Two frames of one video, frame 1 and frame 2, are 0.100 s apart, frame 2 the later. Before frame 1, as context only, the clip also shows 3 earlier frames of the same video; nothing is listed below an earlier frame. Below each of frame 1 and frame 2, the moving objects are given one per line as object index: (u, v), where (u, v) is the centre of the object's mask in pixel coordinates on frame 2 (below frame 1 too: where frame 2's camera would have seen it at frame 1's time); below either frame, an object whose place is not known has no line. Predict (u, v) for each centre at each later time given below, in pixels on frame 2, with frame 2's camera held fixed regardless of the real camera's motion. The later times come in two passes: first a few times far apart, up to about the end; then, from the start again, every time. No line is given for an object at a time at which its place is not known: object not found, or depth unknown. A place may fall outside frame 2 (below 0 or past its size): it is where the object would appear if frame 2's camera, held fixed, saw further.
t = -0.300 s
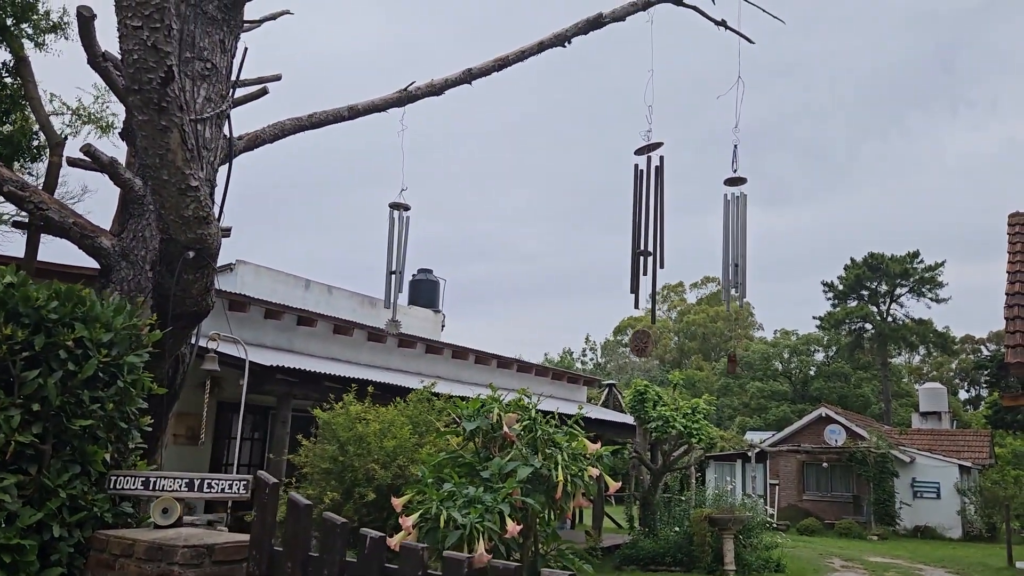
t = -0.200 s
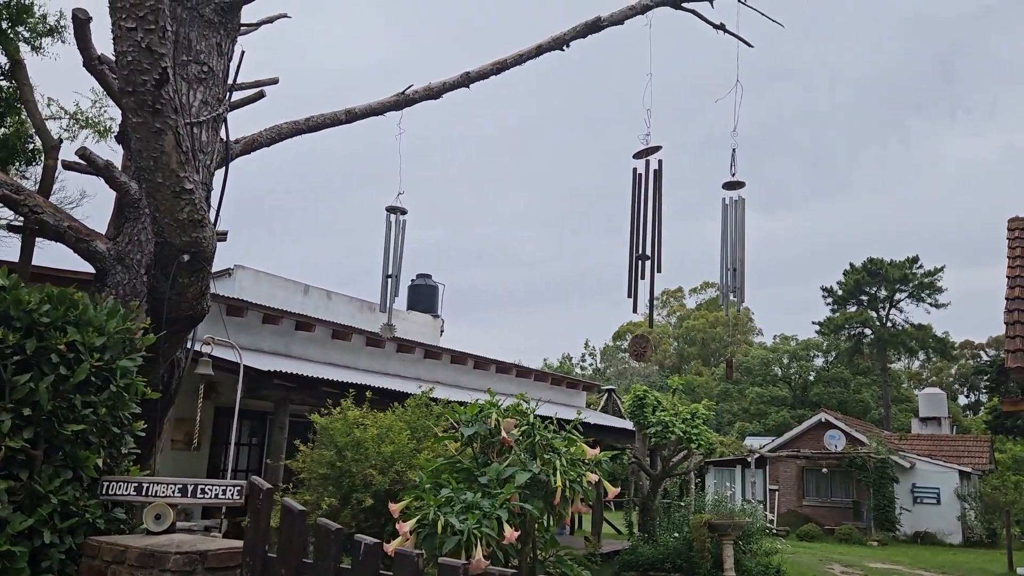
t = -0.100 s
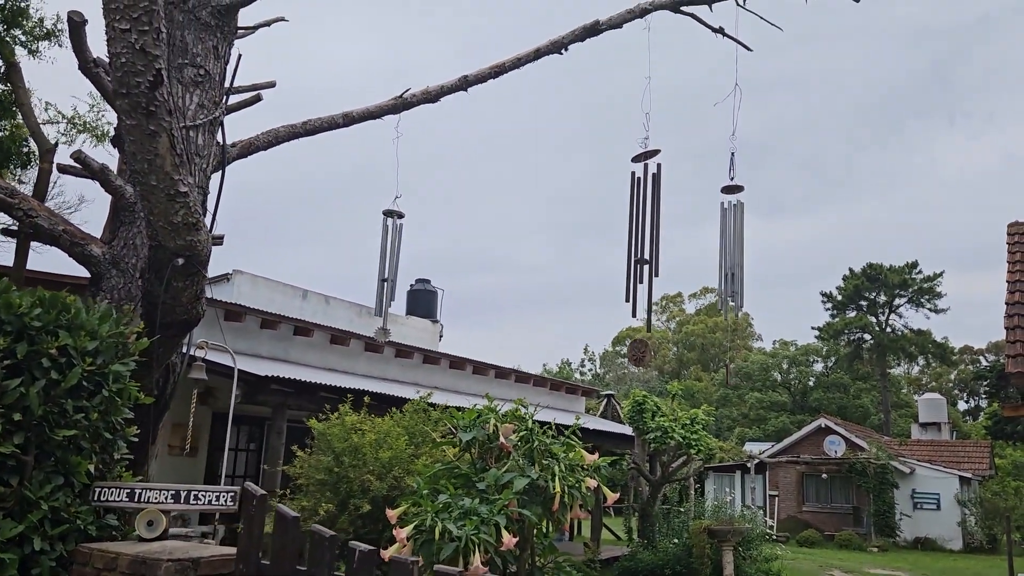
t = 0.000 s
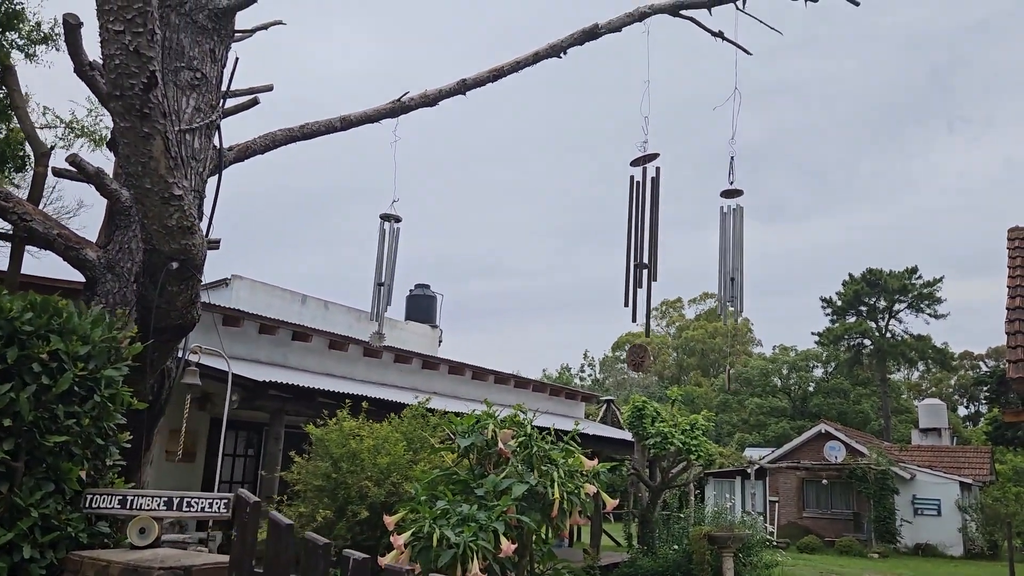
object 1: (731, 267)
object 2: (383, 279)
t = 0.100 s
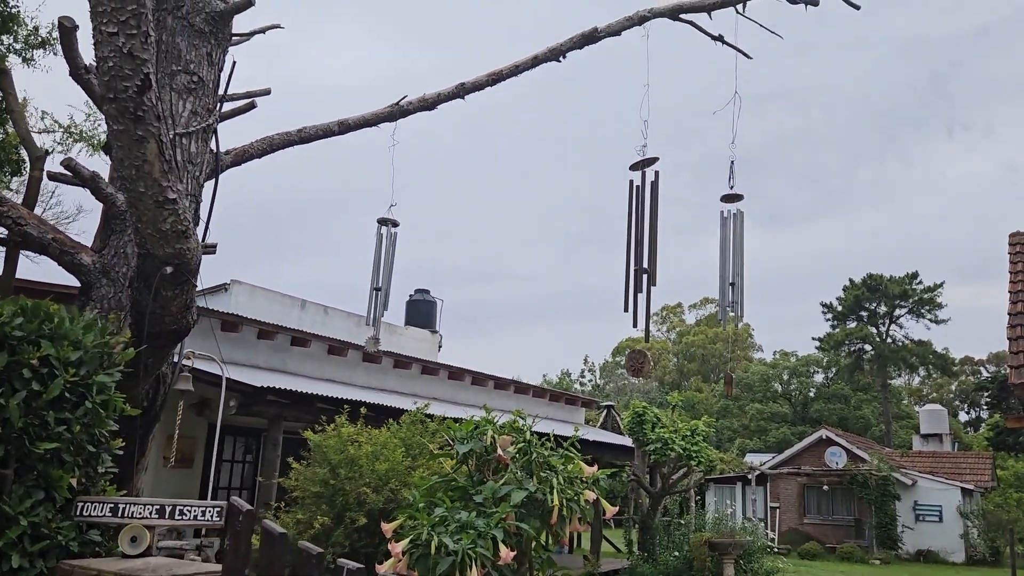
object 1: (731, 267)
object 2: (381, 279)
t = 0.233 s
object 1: (732, 260)
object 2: (379, 279)
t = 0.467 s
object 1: (733, 265)
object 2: (376, 278)
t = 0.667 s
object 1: (733, 263)
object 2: (374, 277)
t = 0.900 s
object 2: (370, 276)
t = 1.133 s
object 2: (365, 275)
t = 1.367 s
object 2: (359, 275)
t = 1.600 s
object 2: (352, 275)
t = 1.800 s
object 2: (348, 273)
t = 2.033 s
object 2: (344, 273)
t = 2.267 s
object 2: (342, 273)
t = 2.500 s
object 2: (343, 273)
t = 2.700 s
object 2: (345, 273)
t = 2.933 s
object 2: (348, 271)
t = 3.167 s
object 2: (349, 269)
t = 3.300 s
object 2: (349, 267)
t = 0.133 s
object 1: (731, 267)
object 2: (380, 279)
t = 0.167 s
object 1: (731, 266)
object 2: (380, 279)
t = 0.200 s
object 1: (732, 266)
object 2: (379, 279)
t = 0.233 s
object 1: (732, 260)
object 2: (379, 279)
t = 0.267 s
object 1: (732, 265)
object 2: (378, 279)
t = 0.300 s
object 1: (732, 265)
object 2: (378, 279)
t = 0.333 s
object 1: (732, 265)
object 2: (377, 278)
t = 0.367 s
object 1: (732, 259)
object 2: (377, 278)
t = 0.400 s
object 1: (733, 264)
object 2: (376, 278)
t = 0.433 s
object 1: (733, 259)
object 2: (376, 278)
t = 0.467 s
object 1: (733, 265)
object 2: (376, 278)
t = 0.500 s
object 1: (733, 265)
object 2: (375, 278)
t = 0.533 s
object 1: (733, 264)
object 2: (375, 278)
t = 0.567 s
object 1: (733, 265)
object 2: (375, 278)
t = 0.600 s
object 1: (733, 264)
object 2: (374, 278)
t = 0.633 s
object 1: (733, 264)
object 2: (374, 277)
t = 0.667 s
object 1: (733, 263)
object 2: (374, 277)
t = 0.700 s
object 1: (733, 263)
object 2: (373, 277)
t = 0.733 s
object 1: (733, 263)
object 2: (373, 277)
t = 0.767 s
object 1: (733, 263)
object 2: (372, 277)
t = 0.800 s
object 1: (732, 263)
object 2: (372, 276)
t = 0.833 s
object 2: (371, 276)
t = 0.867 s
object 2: (371, 276)
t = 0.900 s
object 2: (370, 276)
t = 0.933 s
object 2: (370, 276)
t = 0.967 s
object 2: (369, 275)
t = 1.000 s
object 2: (368, 275)
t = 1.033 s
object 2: (368, 276)
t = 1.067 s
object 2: (367, 275)
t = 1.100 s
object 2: (366, 275)
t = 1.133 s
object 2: (365, 275)
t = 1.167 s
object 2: (364, 275)
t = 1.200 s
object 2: (364, 275)
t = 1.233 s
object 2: (363, 275)
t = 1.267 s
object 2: (362, 275)
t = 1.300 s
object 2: (361, 275)
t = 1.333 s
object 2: (360, 275)
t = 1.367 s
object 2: (359, 275)
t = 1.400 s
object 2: (358, 275)
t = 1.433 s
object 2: (357, 275)
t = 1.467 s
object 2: (356, 275)
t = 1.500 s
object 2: (355, 275)
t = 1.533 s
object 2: (354, 275)
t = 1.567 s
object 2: (353, 275)
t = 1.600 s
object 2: (352, 275)
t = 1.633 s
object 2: (352, 274)
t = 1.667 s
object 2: (351, 274)
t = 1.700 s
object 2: (350, 274)
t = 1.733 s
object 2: (350, 273)
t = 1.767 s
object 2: (349, 273)
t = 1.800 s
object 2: (348, 273)
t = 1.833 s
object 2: (348, 273)
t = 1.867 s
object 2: (347, 273)
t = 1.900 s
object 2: (346, 273)
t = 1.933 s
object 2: (346, 273)
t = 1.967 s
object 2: (345, 273)
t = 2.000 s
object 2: (345, 273)
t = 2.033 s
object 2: (344, 273)
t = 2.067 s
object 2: (344, 273)
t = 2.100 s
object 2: (344, 273)
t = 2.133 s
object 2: (343, 273)
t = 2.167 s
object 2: (343, 273)
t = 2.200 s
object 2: (343, 273)
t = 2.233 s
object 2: (343, 273)
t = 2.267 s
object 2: (342, 273)
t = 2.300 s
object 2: (342, 273)
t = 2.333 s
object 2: (342, 273)
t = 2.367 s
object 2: (342, 273)
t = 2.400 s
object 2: (343, 273)
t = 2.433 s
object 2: (343, 273)
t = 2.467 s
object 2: (343, 273)
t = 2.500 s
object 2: (343, 273)
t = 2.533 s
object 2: (343, 273)
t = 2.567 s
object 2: (344, 273)
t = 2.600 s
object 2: (344, 273)
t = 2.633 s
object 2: (344, 273)
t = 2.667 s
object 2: (345, 273)
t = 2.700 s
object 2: (345, 273)
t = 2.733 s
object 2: (345, 273)
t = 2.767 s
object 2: (346, 273)
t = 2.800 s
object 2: (346, 273)
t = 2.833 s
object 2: (347, 273)
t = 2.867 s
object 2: (347, 272)
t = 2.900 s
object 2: (348, 272)
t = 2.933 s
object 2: (348, 271)
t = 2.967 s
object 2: (348, 271)
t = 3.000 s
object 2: (349, 271)
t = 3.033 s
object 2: (349, 270)
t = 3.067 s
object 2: (349, 270)
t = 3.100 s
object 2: (349, 269)
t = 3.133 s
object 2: (349, 269)
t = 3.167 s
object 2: (349, 269)
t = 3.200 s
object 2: (349, 268)
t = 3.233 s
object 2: (349, 268)
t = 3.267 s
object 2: (349, 267)
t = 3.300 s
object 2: (349, 267)
